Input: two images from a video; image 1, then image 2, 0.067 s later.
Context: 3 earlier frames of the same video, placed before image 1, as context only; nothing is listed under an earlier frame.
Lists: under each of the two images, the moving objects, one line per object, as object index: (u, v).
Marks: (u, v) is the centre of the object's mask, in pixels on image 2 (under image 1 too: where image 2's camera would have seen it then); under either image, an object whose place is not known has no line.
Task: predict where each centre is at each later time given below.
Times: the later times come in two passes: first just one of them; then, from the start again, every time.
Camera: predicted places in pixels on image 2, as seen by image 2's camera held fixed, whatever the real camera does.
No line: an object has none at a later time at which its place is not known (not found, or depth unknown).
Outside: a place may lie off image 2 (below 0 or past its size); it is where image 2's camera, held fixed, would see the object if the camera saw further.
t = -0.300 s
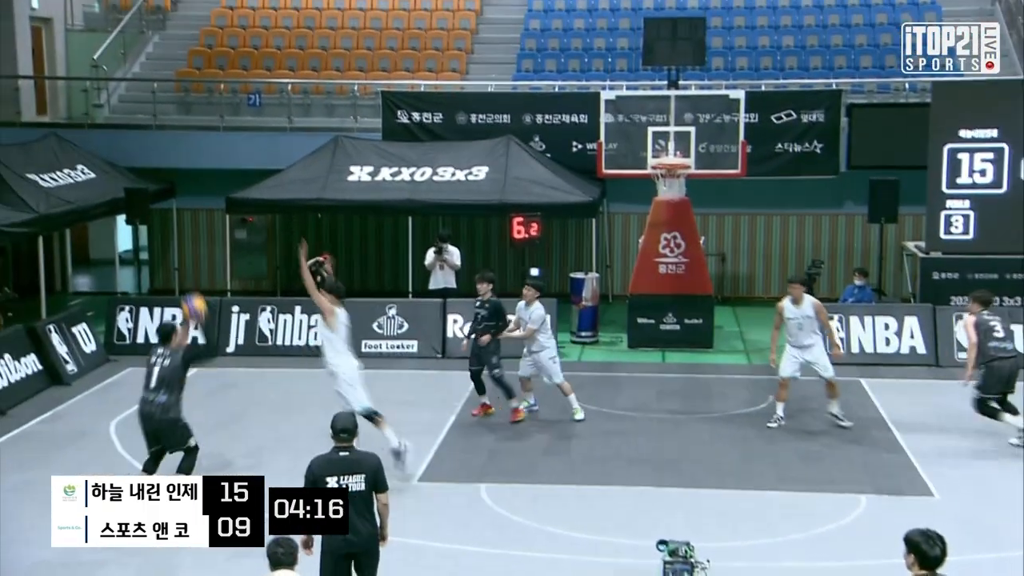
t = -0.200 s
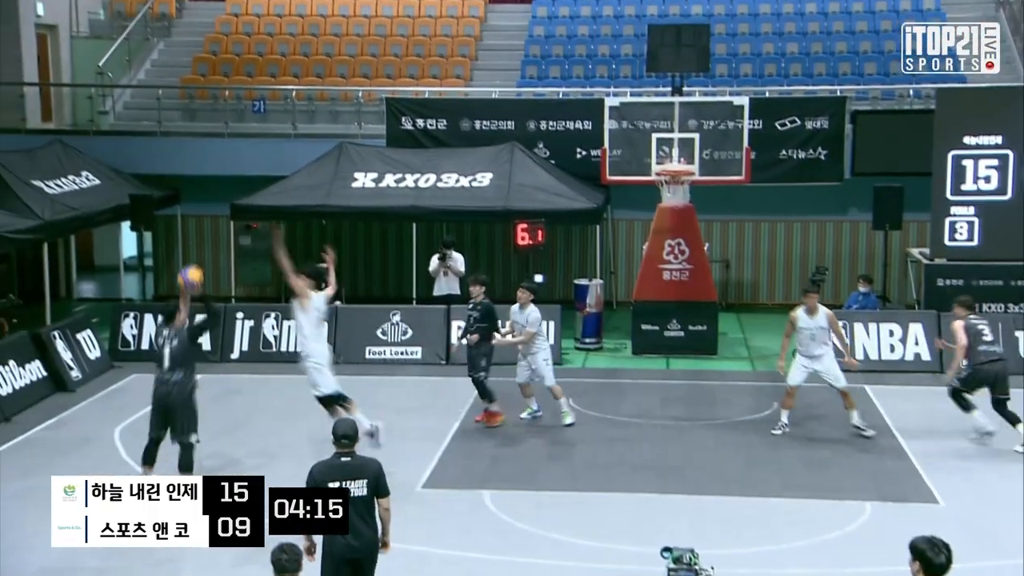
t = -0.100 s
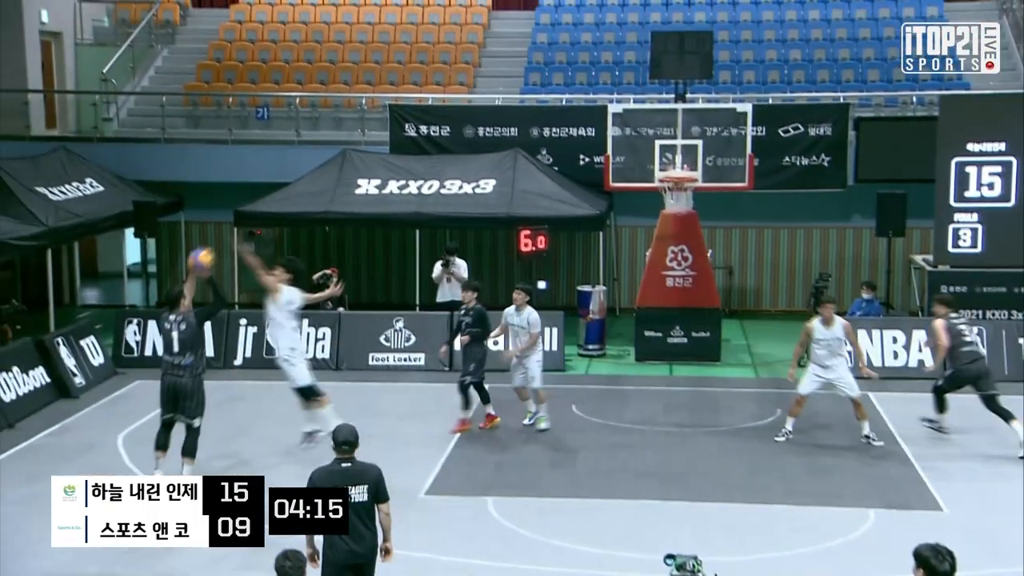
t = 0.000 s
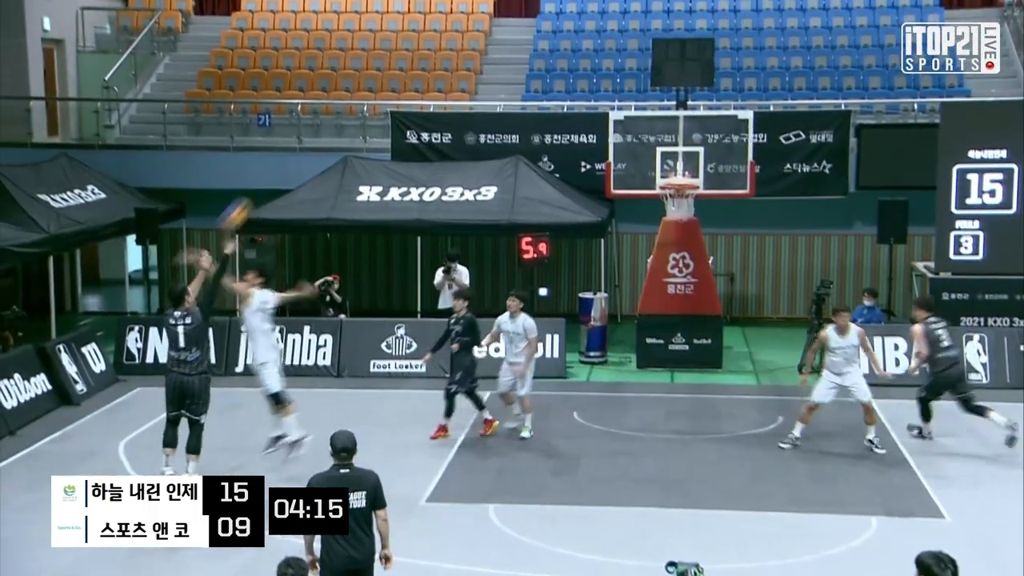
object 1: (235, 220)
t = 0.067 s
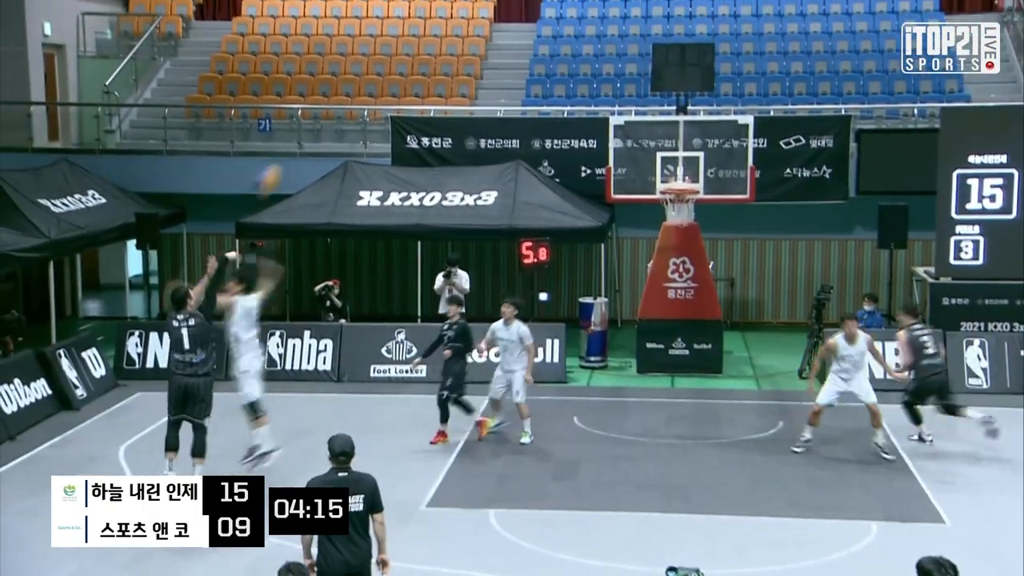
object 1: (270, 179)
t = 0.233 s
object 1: (341, 102)
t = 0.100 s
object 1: (284, 161)
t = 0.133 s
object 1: (298, 145)
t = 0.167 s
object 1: (311, 132)
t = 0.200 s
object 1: (327, 119)
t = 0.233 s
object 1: (341, 102)
